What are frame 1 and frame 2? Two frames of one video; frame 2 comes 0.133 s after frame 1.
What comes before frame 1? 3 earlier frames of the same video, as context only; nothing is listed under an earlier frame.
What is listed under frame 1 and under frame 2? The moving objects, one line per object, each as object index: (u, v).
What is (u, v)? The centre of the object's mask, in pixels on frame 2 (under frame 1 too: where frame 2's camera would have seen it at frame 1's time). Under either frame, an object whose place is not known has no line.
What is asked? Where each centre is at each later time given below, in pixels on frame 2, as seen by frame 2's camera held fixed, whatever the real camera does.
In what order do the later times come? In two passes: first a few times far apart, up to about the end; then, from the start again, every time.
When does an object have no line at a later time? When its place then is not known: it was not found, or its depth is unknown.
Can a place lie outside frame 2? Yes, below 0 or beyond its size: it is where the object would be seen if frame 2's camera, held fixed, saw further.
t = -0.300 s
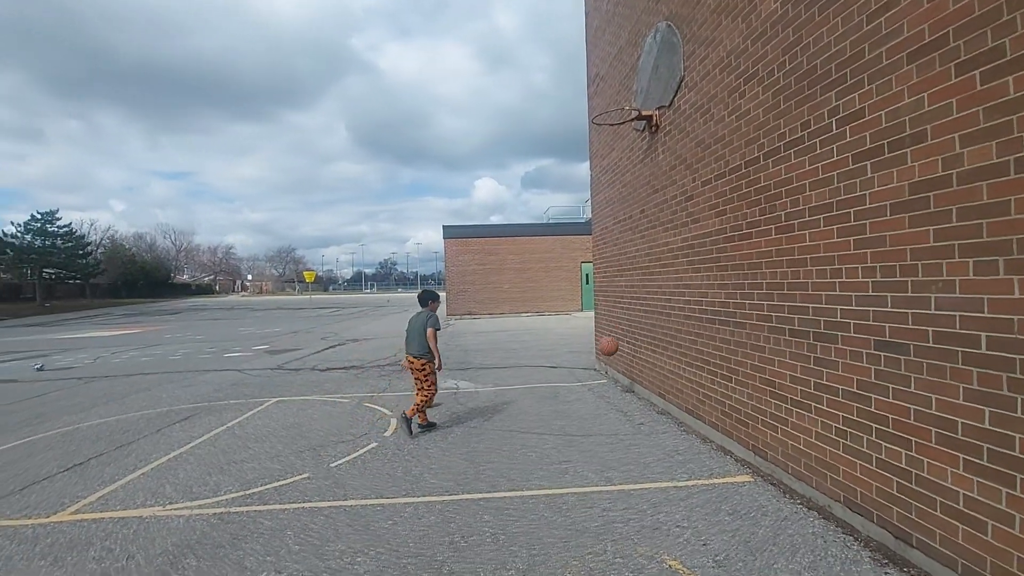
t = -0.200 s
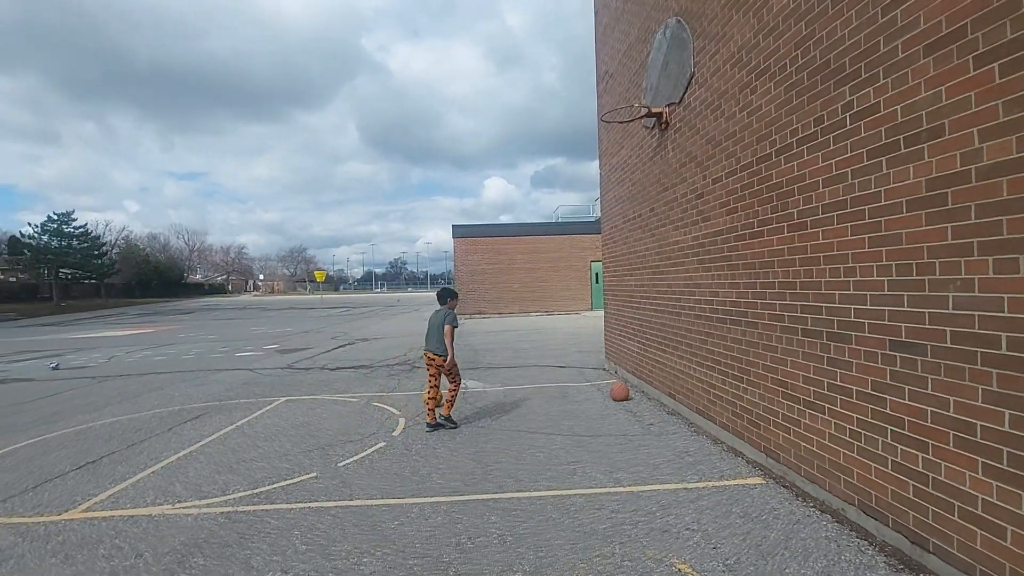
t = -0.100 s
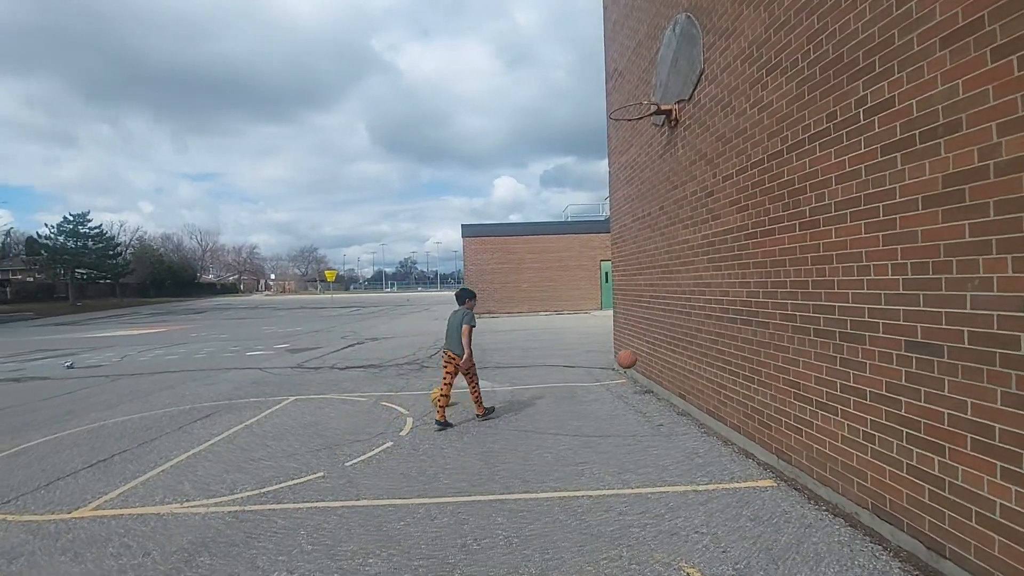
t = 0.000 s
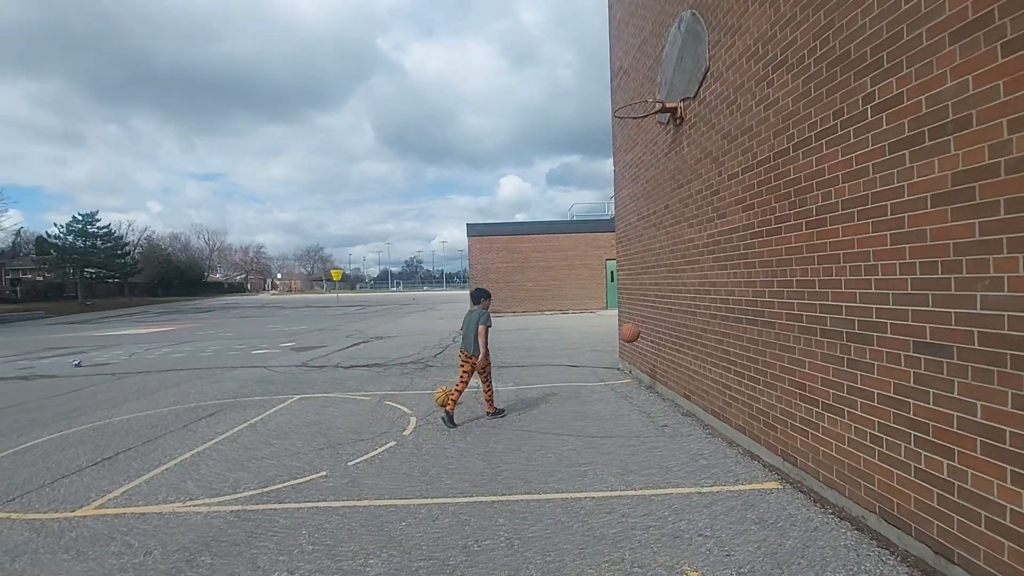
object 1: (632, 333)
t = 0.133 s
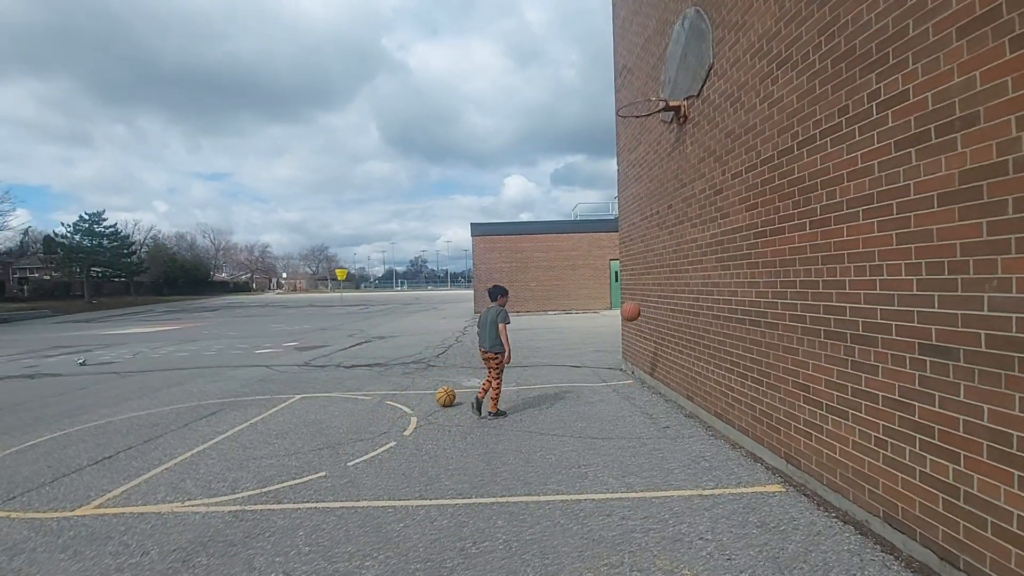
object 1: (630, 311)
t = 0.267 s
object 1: (629, 305)
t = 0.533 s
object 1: (628, 336)
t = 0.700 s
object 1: (628, 385)
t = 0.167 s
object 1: (630, 308)
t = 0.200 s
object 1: (629, 306)
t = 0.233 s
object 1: (629, 305)
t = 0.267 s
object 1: (629, 305)
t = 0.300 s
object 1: (629, 305)
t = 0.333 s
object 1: (628, 307)
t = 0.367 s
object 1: (628, 310)
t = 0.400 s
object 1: (628, 313)
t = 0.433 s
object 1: (628, 318)
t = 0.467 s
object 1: (628, 323)
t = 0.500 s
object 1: (628, 329)
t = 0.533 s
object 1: (628, 336)
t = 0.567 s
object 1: (628, 344)
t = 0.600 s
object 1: (627, 353)
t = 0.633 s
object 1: (628, 363)
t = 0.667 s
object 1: (628, 373)
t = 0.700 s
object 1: (628, 385)
